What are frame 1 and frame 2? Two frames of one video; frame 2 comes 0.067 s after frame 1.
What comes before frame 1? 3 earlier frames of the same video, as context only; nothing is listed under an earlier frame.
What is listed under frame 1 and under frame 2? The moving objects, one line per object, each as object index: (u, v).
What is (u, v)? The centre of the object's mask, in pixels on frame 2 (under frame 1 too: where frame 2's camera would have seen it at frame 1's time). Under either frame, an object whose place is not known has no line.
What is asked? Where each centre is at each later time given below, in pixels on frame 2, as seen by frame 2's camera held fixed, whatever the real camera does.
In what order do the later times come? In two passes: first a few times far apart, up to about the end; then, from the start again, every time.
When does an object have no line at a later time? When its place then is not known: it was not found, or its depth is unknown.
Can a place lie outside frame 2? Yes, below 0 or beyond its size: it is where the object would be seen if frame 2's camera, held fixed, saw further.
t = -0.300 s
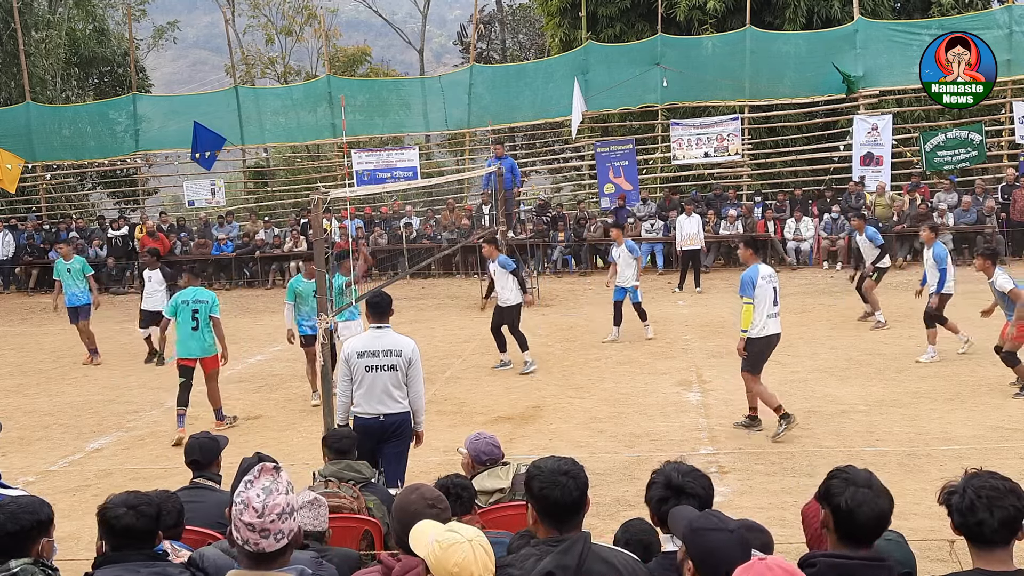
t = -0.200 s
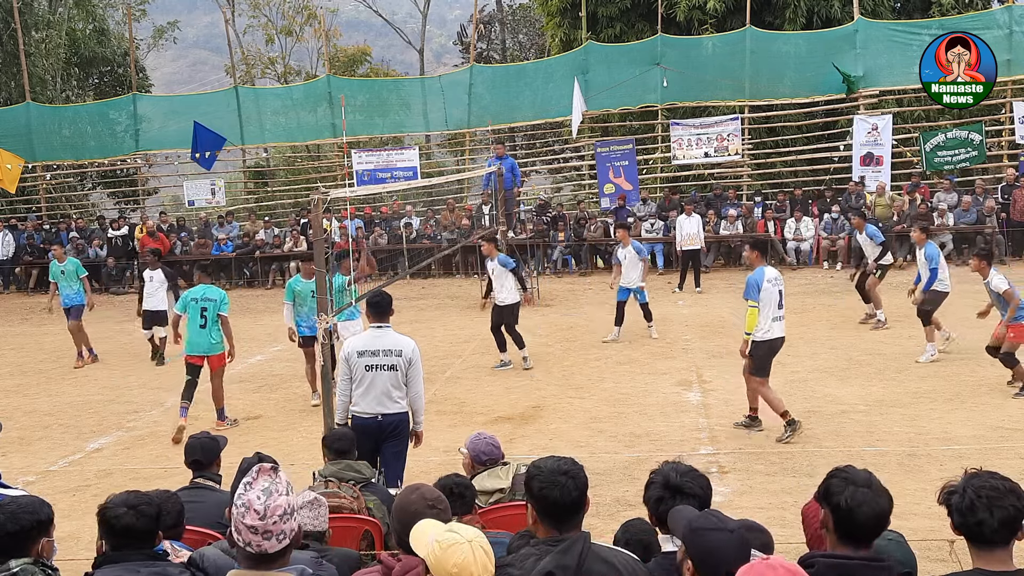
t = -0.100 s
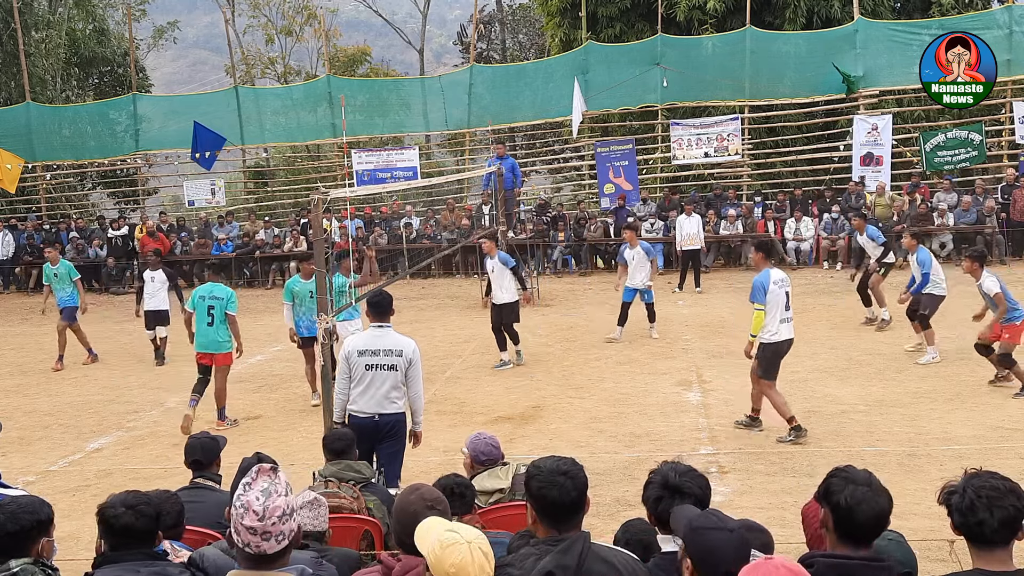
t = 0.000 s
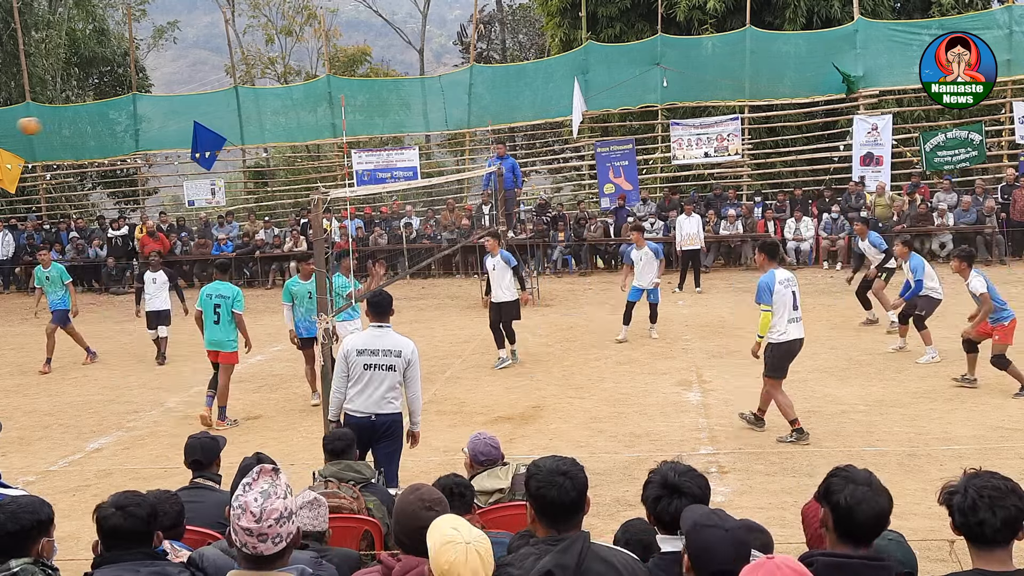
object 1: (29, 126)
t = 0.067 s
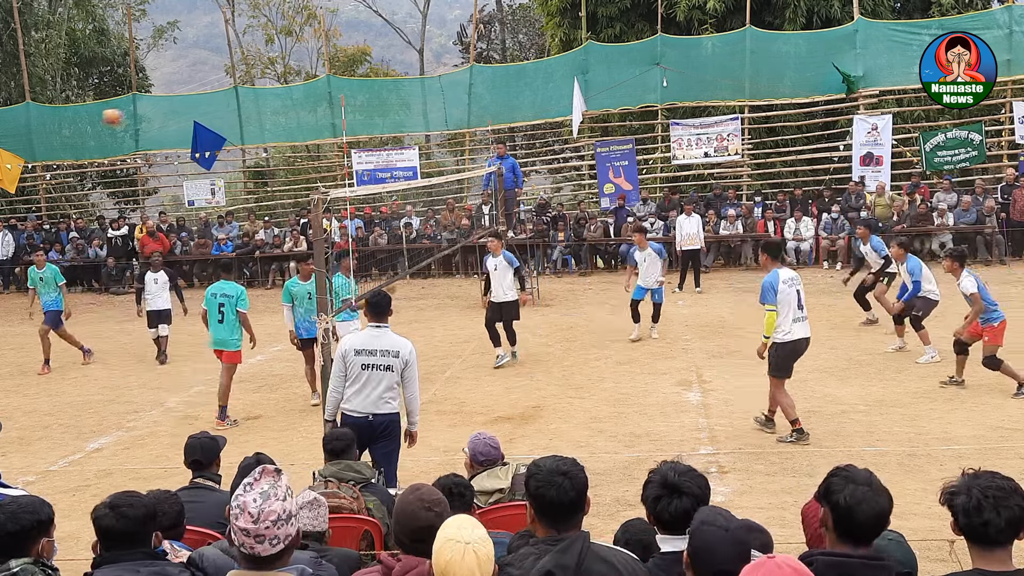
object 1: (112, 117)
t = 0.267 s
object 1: (340, 111)
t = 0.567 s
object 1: (637, 156)
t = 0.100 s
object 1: (153, 114)
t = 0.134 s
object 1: (191, 111)
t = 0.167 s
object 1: (230, 110)
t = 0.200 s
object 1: (267, 110)
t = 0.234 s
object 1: (305, 110)
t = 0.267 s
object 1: (340, 111)
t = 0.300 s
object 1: (376, 112)
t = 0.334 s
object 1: (411, 114)
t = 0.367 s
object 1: (446, 118)
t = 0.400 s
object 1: (479, 122)
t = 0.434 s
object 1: (512, 128)
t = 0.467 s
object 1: (544, 133)
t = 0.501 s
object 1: (574, 141)
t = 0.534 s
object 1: (605, 147)
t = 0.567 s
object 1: (637, 156)
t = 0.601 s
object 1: (665, 164)
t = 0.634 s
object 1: (696, 175)
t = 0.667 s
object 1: (723, 184)
